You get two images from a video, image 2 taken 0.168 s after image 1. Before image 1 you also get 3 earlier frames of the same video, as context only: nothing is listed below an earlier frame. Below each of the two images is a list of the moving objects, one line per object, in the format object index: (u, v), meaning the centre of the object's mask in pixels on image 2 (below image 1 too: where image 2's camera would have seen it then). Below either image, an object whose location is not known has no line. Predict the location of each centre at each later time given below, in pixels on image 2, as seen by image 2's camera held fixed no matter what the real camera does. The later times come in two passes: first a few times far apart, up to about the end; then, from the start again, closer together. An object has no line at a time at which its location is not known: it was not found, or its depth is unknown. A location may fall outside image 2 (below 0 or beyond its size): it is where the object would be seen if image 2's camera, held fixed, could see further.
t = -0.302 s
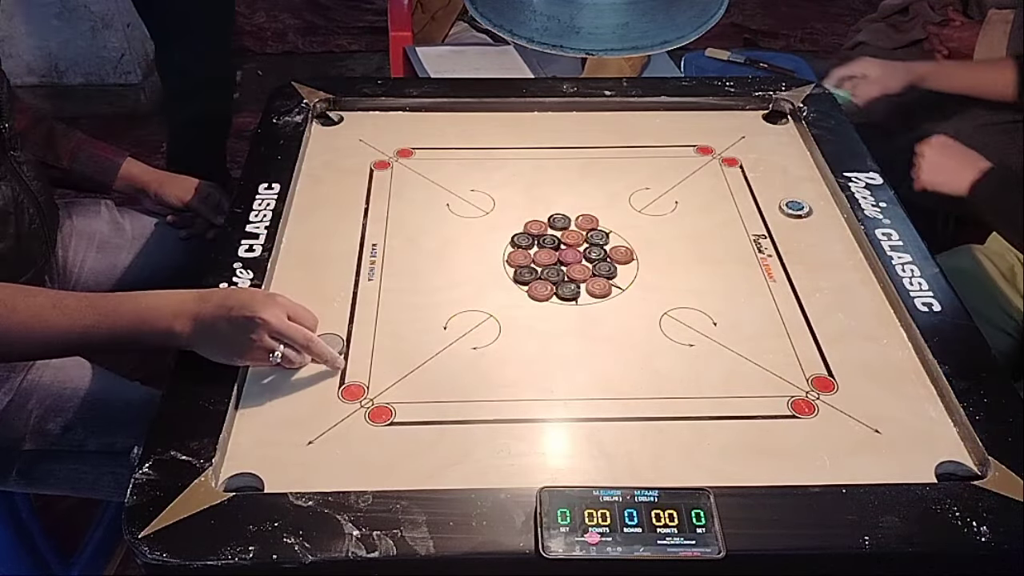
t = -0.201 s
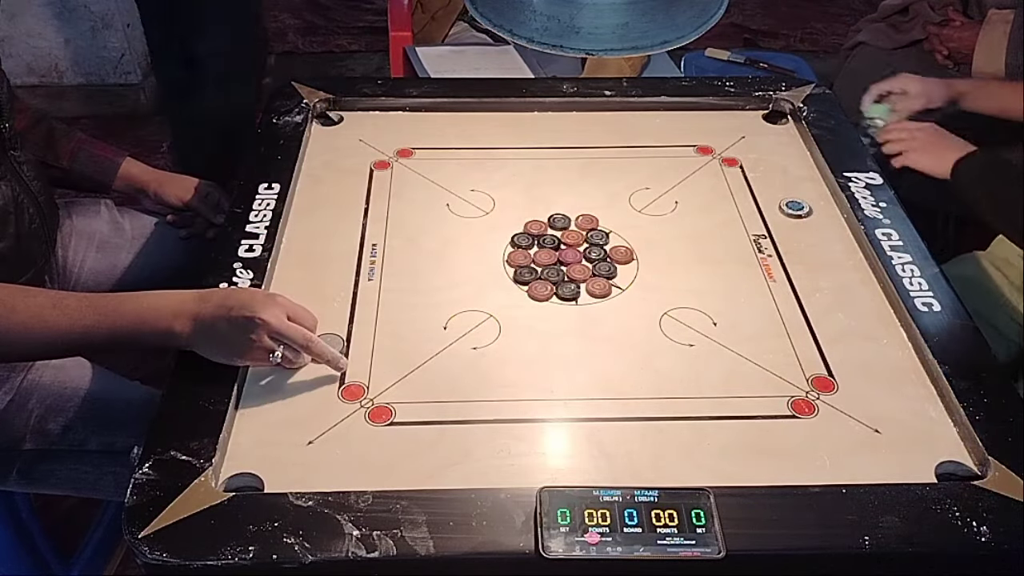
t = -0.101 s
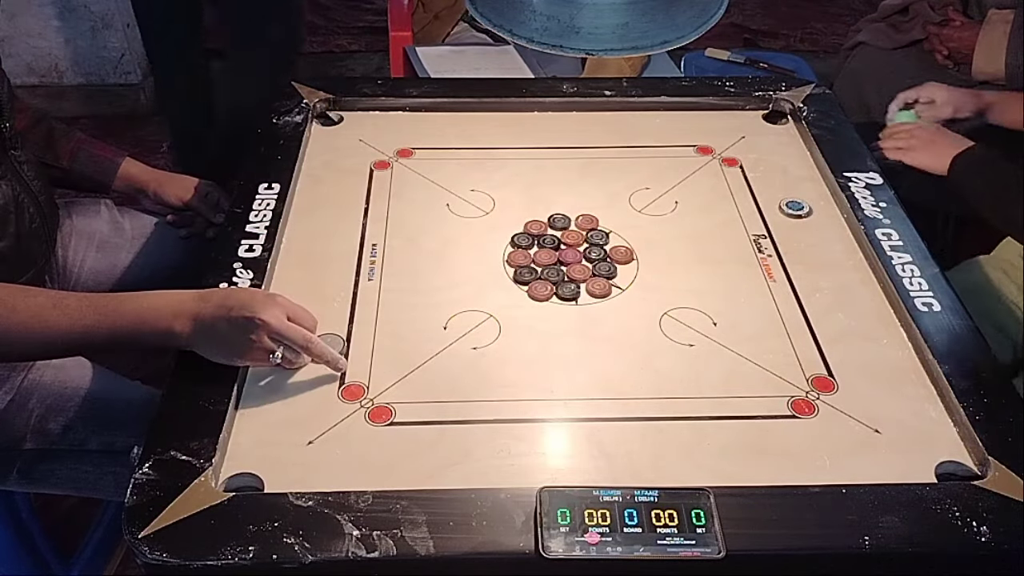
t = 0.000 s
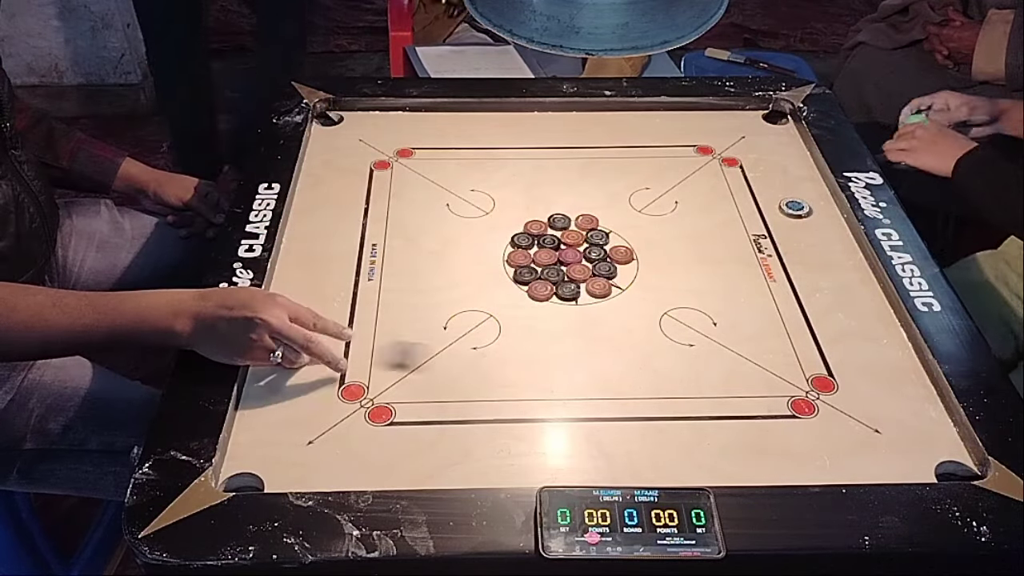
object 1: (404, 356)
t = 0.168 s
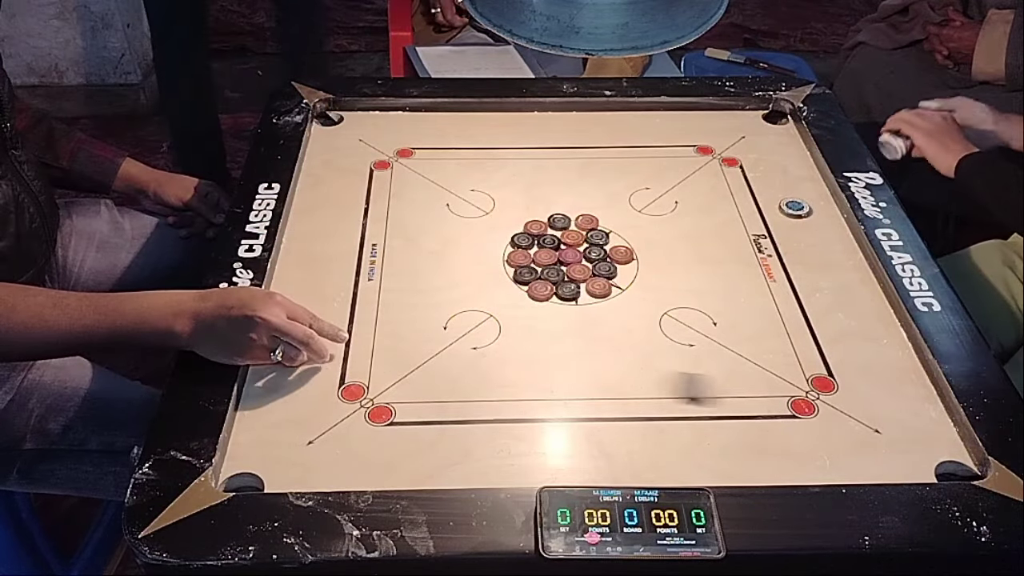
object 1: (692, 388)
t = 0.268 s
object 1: (857, 406)
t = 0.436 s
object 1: (787, 424)
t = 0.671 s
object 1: (558, 438)
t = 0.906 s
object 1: (408, 444)
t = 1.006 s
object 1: (368, 445)
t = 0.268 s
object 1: (857, 406)
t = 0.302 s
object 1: (911, 410)
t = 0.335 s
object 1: (908, 414)
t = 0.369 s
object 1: (866, 417)
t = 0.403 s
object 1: (827, 422)
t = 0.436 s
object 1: (787, 424)
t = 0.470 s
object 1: (751, 426)
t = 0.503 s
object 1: (715, 429)
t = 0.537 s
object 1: (680, 431)
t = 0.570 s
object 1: (646, 433)
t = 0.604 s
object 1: (615, 435)
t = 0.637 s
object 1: (586, 436)
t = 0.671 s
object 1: (558, 438)
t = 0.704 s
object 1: (533, 439)
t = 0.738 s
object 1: (507, 440)
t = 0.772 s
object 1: (483, 441)
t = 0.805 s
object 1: (463, 442)
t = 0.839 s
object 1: (442, 442)
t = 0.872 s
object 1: (424, 443)
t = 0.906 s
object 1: (408, 444)
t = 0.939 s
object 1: (392, 444)
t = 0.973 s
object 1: (380, 444)
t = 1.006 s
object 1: (368, 445)
